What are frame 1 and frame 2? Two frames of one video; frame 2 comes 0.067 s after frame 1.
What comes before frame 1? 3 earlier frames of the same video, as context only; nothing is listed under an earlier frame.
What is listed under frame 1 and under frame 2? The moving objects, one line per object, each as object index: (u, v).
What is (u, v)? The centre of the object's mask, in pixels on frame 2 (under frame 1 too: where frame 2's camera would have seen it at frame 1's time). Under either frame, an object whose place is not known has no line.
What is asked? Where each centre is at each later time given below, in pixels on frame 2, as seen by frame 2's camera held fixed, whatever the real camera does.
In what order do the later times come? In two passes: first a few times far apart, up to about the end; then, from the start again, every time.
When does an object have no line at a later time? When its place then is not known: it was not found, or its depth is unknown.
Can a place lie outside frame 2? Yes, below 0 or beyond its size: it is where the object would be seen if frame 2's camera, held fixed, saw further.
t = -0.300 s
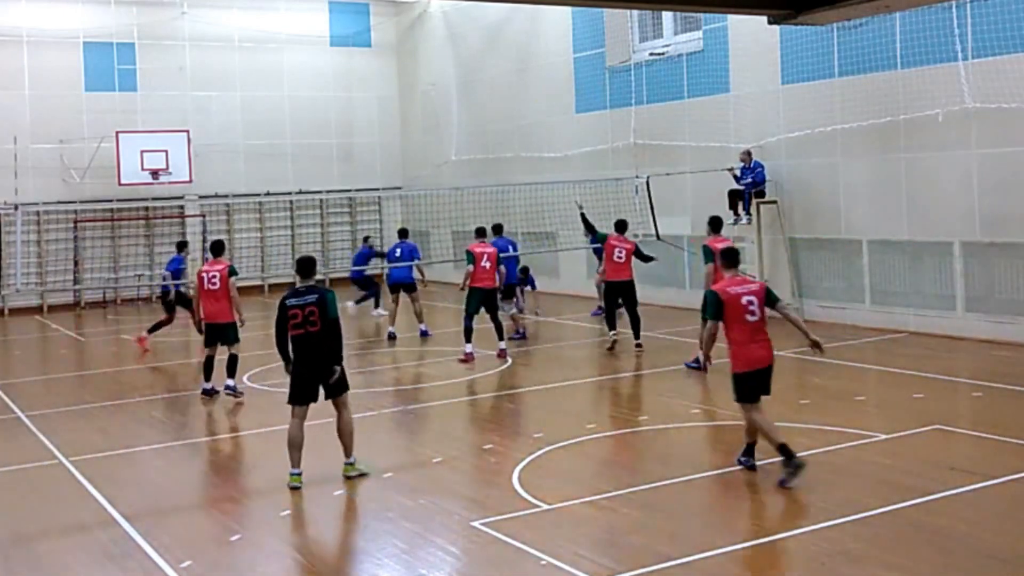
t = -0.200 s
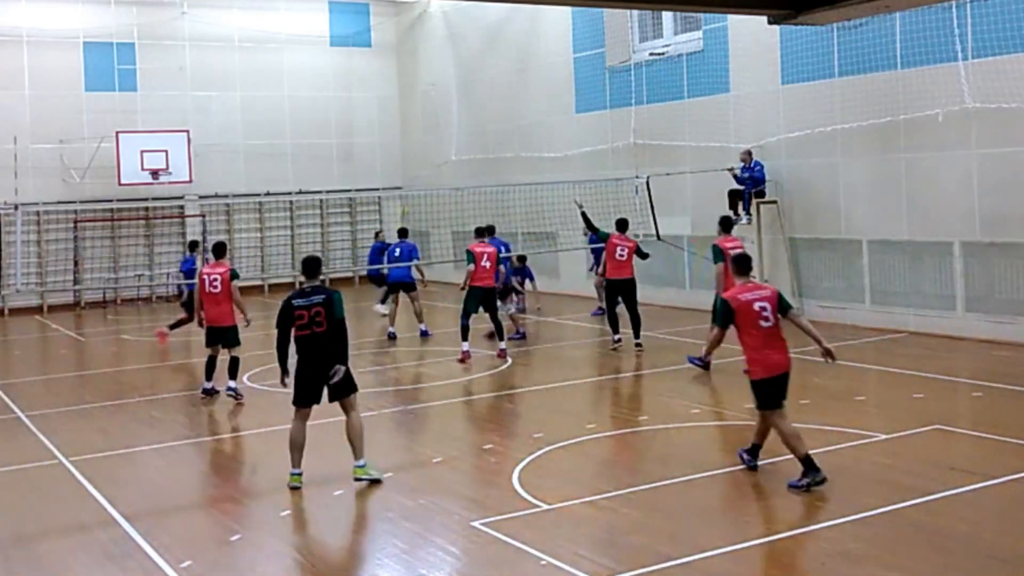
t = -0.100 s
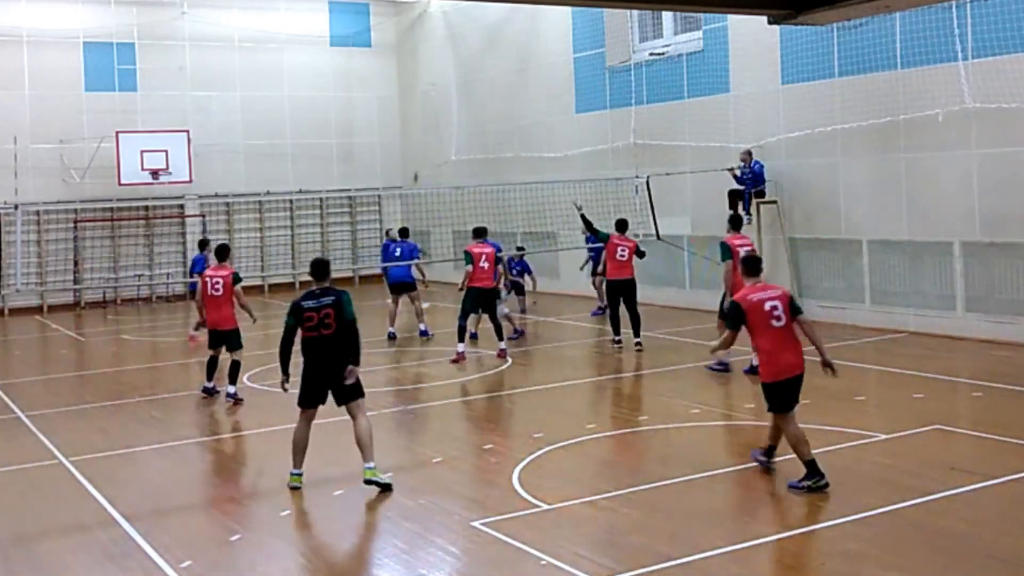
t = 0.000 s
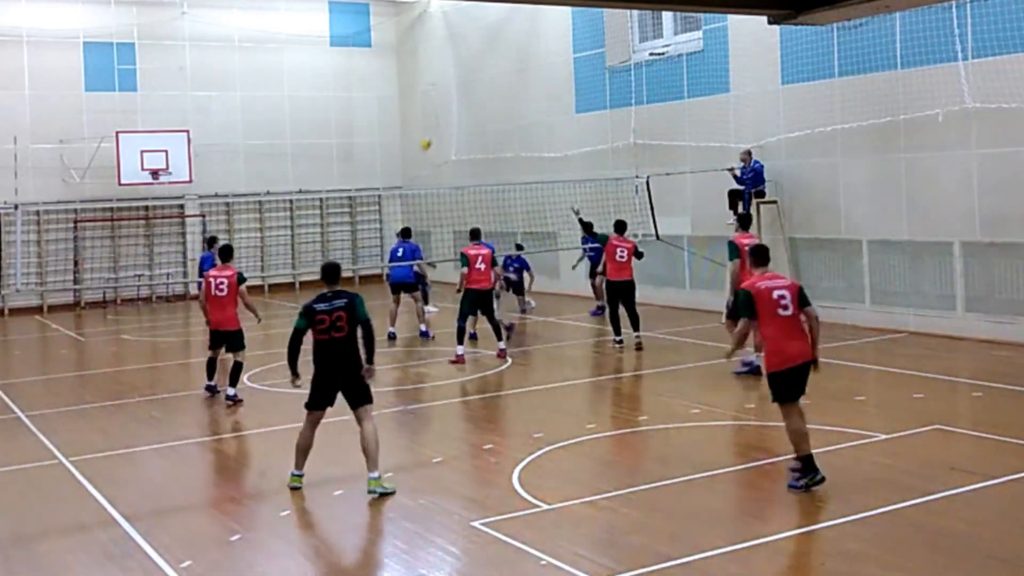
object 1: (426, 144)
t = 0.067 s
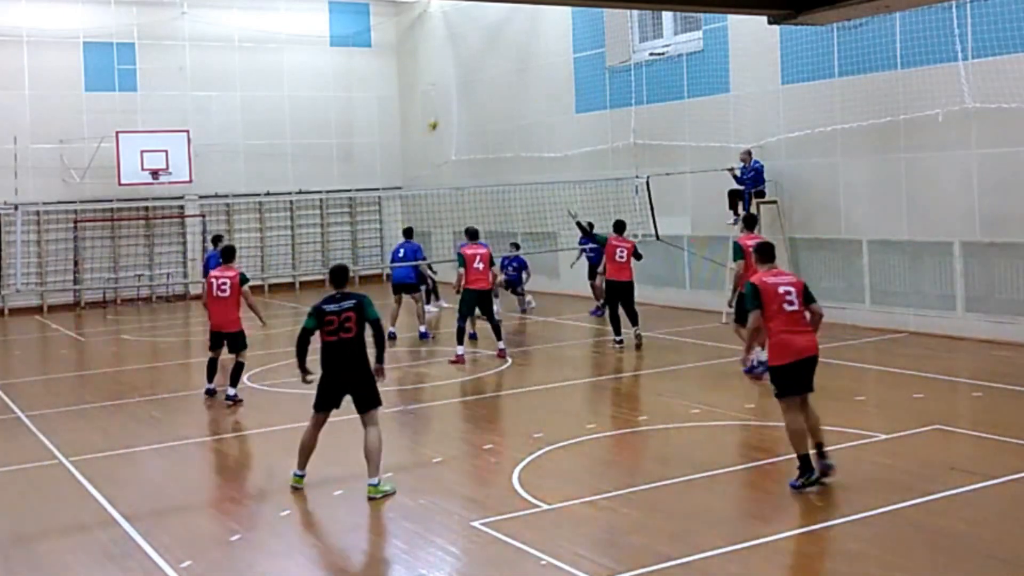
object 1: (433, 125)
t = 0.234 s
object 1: (452, 88)
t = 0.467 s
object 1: (479, 58)
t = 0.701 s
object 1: (508, 57)
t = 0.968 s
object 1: (542, 93)
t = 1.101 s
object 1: (560, 129)
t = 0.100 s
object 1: (437, 117)
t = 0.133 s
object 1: (441, 108)
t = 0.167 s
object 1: (444, 100)
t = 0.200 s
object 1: (448, 94)
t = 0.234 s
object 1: (452, 88)
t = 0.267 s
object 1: (456, 80)
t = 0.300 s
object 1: (459, 76)
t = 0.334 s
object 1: (463, 71)
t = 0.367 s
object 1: (467, 66)
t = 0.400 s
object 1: (471, 63)
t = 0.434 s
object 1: (475, 60)
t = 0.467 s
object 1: (479, 58)
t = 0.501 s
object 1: (483, 56)
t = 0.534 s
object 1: (487, 55)
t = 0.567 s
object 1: (491, 54)
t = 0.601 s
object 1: (495, 54)
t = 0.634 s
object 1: (499, 55)
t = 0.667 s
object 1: (503, 56)
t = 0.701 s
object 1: (508, 57)
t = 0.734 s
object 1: (512, 60)
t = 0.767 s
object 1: (516, 63)
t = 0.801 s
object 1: (520, 67)
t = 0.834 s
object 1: (525, 71)
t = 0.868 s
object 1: (529, 75)
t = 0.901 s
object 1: (533, 81)
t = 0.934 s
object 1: (538, 88)
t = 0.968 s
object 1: (542, 93)
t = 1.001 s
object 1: (548, 103)
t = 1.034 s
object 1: (552, 110)
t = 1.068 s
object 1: (557, 119)
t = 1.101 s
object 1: (560, 129)
